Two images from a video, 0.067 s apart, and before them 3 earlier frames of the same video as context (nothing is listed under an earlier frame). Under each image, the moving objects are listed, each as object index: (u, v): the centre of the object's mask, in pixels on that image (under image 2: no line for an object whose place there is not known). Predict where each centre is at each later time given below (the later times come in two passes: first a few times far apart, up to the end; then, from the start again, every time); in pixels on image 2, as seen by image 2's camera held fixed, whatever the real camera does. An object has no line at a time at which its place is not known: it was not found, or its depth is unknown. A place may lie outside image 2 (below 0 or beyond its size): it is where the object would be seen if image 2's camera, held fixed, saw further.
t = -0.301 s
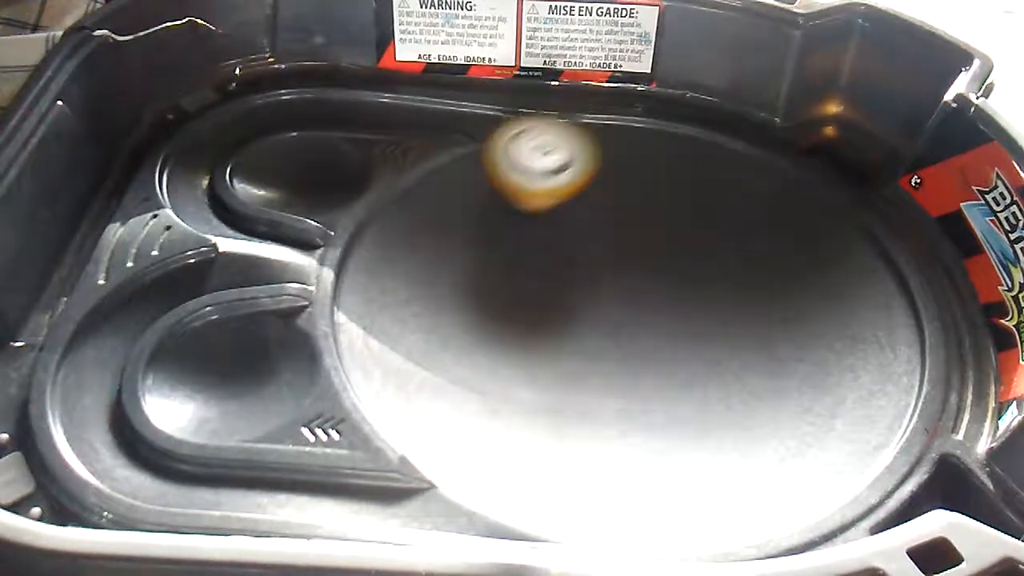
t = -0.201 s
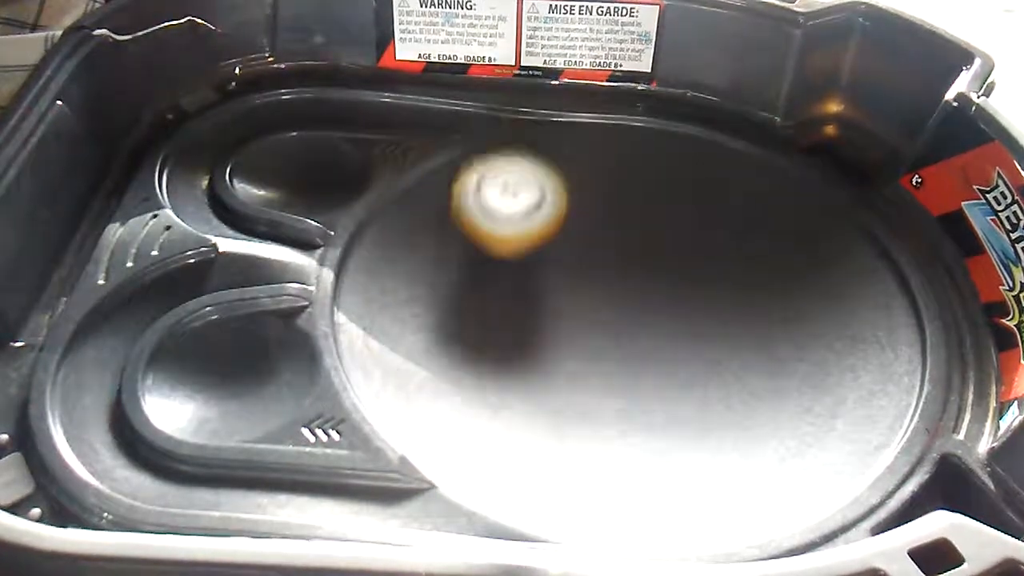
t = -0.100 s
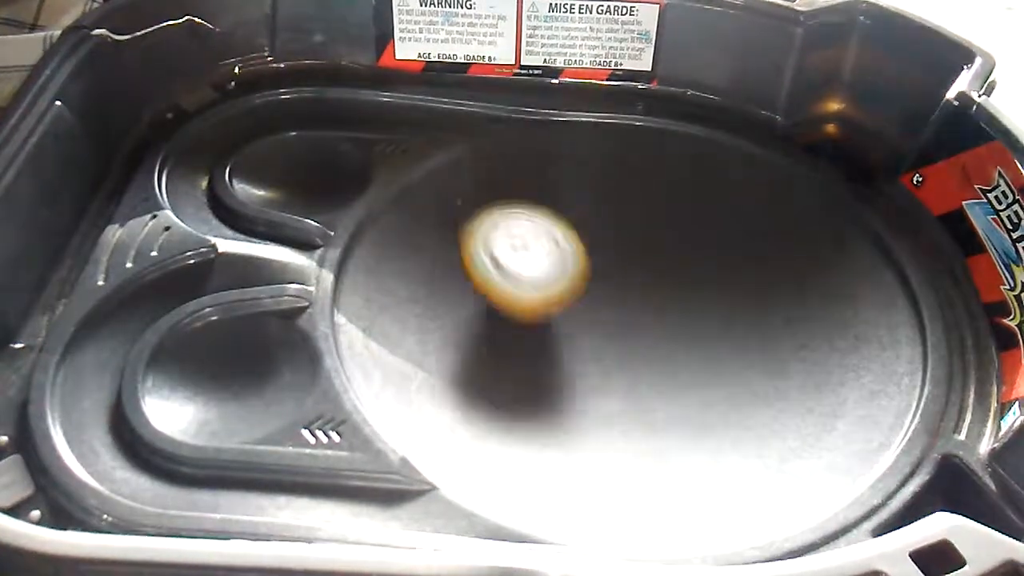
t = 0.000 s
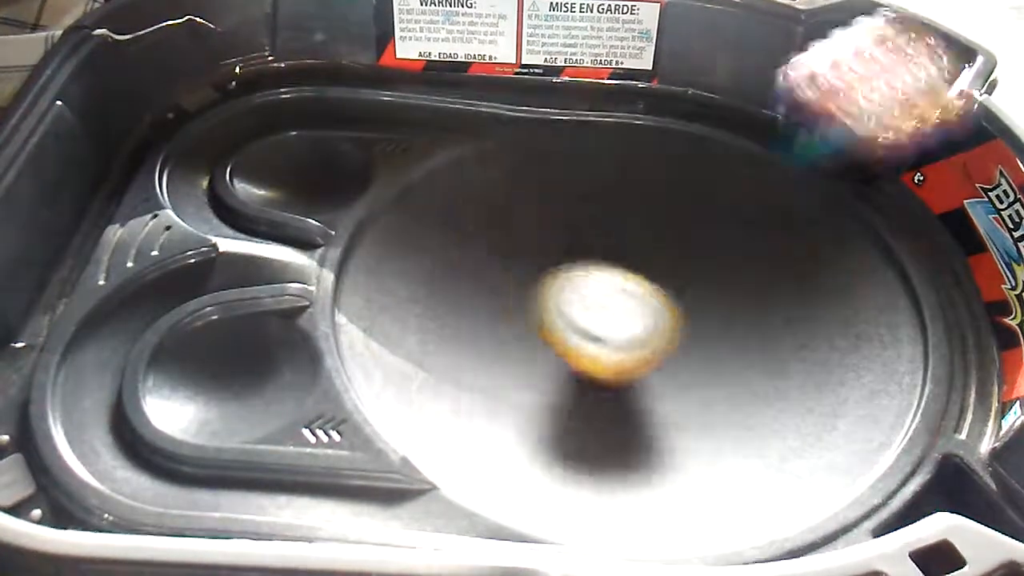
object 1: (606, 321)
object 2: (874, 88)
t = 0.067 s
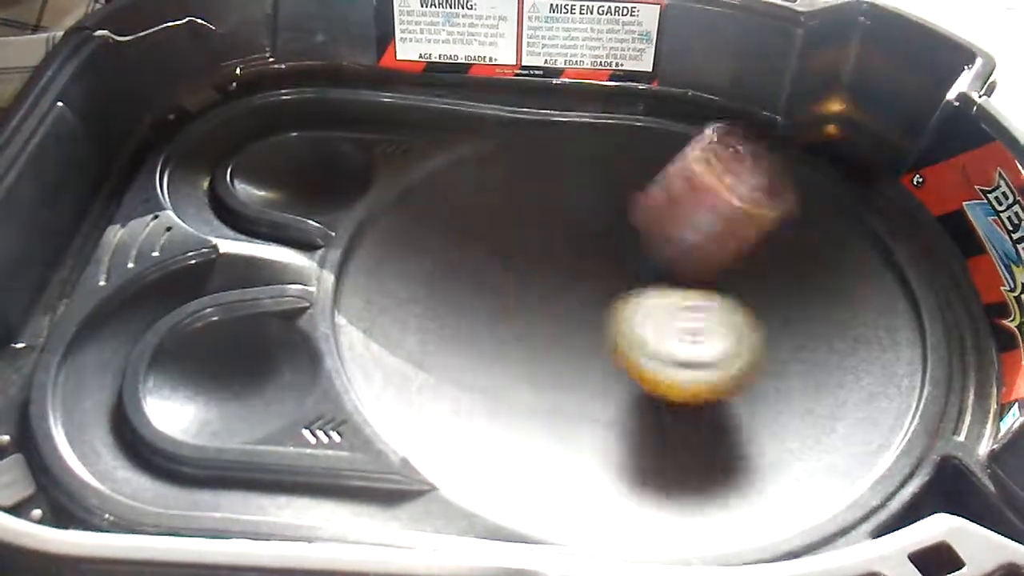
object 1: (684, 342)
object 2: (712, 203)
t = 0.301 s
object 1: (853, 253)
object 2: (457, 218)
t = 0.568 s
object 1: (660, 164)
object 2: (809, 388)
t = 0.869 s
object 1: (491, 344)
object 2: (705, 246)
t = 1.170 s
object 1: (821, 441)
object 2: (488, 90)
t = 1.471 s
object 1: (673, 214)
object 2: (322, 77)
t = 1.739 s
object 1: (407, 244)
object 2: (267, 83)
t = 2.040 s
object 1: (531, 413)
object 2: (313, 71)
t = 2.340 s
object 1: (689, 290)
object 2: (297, 79)
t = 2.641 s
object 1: (497, 210)
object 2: (311, 80)
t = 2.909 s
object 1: (494, 285)
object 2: (330, 81)
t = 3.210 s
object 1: (578, 277)
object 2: (337, 46)
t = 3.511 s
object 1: (567, 247)
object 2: (301, 63)
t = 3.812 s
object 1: (557, 281)
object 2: (213, 93)
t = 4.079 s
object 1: (594, 297)
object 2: (187, 176)
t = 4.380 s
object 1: (645, 308)
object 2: (522, 261)
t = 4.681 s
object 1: (662, 337)
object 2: (617, 227)
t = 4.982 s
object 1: (610, 343)
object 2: (532, 229)
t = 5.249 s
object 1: (571, 343)
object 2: (365, 229)
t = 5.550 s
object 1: (637, 365)
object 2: (528, 224)
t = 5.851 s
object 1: (627, 319)
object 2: (498, 146)
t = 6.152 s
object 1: (573, 311)
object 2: (494, 210)
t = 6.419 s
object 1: (660, 406)
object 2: (556, 142)
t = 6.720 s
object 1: (722, 358)
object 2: (599, 212)
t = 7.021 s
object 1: (694, 405)
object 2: (649, 124)
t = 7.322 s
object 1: (652, 383)
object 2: (534, 203)
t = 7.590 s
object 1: (633, 450)
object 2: (628, 287)
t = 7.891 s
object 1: (644, 447)
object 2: (714, 278)
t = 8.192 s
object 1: (571, 369)
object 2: (636, 276)
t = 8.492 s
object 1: (459, 286)
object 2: (624, 215)
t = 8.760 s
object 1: (427, 233)
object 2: (561, 269)
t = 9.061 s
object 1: (450, 202)
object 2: (614, 365)
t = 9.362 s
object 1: (534, 216)
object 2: (677, 328)
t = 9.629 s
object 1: (624, 217)
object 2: (633, 315)
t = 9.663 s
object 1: (635, 218)
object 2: (630, 318)
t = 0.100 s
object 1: (722, 342)
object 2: (640, 223)
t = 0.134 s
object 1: (760, 337)
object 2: (581, 215)
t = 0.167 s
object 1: (794, 327)
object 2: (528, 203)
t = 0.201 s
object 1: (822, 313)
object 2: (471, 193)
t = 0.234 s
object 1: (839, 294)
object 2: (426, 178)
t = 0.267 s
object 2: (427, 185)
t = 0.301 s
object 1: (853, 253)
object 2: (457, 218)
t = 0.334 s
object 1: (845, 231)
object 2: (495, 251)
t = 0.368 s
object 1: (832, 213)
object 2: (535, 279)
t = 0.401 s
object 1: (812, 198)
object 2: (577, 303)
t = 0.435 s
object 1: (788, 184)
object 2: (622, 326)
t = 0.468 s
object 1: (760, 173)
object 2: (669, 347)
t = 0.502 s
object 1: (729, 165)
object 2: (716, 364)
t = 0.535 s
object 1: (695, 162)
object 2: (764, 378)
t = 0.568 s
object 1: (660, 164)
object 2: (809, 388)
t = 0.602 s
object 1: (623, 168)
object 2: (841, 390)
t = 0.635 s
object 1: (587, 177)
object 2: (844, 378)
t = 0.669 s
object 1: (556, 191)
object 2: (835, 365)
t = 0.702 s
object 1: (529, 210)
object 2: (822, 349)
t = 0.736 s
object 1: (507, 233)
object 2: (805, 331)
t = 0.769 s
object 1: (492, 258)
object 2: (782, 308)
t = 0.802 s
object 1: (484, 285)
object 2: (761, 287)
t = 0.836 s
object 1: (482, 314)
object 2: (734, 267)
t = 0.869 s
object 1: (491, 344)
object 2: (705, 246)
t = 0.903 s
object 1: (507, 375)
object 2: (677, 224)
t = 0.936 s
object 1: (532, 403)
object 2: (649, 200)
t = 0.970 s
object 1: (566, 428)
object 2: (622, 185)
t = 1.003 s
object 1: (607, 448)
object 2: (597, 167)
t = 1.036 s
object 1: (648, 462)
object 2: (571, 147)
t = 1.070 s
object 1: (708, 475)
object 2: (546, 131)
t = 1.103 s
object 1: (749, 471)
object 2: (525, 116)
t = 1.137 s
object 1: (787, 461)
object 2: (504, 100)
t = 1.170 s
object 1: (821, 441)
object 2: (488, 90)
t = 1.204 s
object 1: (843, 414)
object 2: (466, 86)
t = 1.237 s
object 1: (851, 383)
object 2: (447, 94)
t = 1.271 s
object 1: (842, 352)
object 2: (428, 90)
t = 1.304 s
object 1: (826, 324)
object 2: (412, 86)
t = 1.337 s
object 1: (804, 295)
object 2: (395, 81)
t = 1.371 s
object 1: (776, 269)
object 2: (377, 80)
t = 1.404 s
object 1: (746, 248)
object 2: (359, 78)
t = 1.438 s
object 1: (710, 229)
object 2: (341, 77)
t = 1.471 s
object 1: (673, 214)
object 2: (322, 77)
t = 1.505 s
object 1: (634, 202)
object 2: (301, 79)
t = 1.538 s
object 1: (595, 195)
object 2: (283, 80)
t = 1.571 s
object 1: (555, 192)
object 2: (268, 80)
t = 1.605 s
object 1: (517, 193)
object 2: (259, 81)
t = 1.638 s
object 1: (482, 200)
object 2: (256, 84)
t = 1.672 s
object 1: (451, 210)
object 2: (257, 85)
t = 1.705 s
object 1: (426, 225)
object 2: (260, 85)
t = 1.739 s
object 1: (407, 244)
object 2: (267, 83)
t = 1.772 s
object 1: (397, 266)
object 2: (275, 82)
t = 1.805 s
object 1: (394, 288)
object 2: (287, 81)
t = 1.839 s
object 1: (399, 311)
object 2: (296, 79)
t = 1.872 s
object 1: (408, 333)
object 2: (304, 75)
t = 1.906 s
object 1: (426, 355)
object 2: (309, 74)
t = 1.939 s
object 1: (446, 374)
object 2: (311, 72)
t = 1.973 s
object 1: (469, 390)
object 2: (313, 71)
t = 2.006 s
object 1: (498, 403)
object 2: (313, 70)
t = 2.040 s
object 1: (531, 413)
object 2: (313, 71)
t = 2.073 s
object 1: (563, 418)
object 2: (311, 73)
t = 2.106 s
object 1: (599, 418)
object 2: (307, 78)
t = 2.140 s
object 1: (630, 409)
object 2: (303, 79)
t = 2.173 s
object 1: (657, 395)
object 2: (301, 78)
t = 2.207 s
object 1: (679, 377)
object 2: (299, 80)
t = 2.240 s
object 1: (692, 357)
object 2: (298, 76)
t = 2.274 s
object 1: (698, 334)
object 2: (298, 76)
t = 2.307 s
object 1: (696, 311)
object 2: (297, 80)
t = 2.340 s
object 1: (689, 290)
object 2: (297, 79)
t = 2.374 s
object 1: (676, 270)
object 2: (298, 80)
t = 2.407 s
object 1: (658, 251)
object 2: (298, 79)
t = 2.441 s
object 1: (636, 234)
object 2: (299, 80)
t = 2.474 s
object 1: (611, 221)
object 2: (300, 78)
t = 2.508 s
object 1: (586, 210)
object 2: (302, 80)
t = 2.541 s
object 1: (562, 203)
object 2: (303, 80)
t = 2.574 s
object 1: (538, 201)
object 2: (304, 80)
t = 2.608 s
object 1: (516, 203)
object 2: (308, 81)
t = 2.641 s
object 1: (497, 210)
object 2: (311, 80)
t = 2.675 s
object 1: (482, 220)
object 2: (314, 82)
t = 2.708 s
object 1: (473, 231)
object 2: (318, 81)
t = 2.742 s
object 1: (469, 243)
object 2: (320, 81)
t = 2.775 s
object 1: (468, 253)
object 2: (322, 82)
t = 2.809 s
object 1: (471, 264)
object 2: (325, 81)
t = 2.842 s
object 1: (477, 272)
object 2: (326, 80)
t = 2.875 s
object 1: (486, 280)
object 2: (328, 81)
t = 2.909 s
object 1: (494, 285)
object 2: (330, 81)
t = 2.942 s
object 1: (504, 288)
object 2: (332, 81)
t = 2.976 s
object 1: (514, 290)
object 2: (335, 75)
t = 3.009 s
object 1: (525, 291)
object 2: (336, 76)
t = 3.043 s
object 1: (535, 291)
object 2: (334, 82)
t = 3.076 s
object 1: (544, 289)
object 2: (337, 73)
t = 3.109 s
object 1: (554, 288)
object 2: (339, 69)
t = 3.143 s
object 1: (564, 286)
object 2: (337, 75)
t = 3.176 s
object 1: (572, 281)
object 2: (336, 74)
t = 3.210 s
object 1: (578, 277)
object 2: (337, 46)
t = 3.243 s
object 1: (582, 273)
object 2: (337, 40)
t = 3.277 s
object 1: (585, 268)
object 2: (338, 44)
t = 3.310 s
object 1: (587, 265)
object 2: (335, 73)
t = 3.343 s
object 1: (588, 261)
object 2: (329, 77)
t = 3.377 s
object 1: (586, 258)
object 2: (323, 64)
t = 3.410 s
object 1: (582, 254)
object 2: (320, 68)
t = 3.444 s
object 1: (578, 249)
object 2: (308, 73)
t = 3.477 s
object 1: (573, 247)
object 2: (305, 65)
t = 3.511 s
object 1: (567, 247)
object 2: (301, 63)
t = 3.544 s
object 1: (561, 248)
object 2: (291, 69)
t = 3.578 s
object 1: (555, 250)
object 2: (277, 75)
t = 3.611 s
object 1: (551, 253)
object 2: (272, 73)
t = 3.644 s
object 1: (548, 256)
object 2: (263, 74)
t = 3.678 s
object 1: (548, 261)
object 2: (256, 79)
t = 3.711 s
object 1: (547, 266)
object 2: (243, 77)
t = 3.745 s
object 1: (549, 270)
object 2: (232, 78)
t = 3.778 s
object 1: (552, 275)
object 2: (222, 86)
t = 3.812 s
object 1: (557, 281)
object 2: (213, 93)
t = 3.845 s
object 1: (560, 286)
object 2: (198, 98)
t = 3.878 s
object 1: (564, 289)
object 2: (186, 105)
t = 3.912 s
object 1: (568, 292)
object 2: (180, 117)
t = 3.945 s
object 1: (572, 295)
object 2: (175, 128)
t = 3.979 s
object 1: (574, 296)
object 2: (168, 137)
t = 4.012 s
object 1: (577, 296)
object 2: (168, 151)
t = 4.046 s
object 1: (585, 296)
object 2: (176, 166)
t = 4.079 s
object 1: (594, 297)
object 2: (187, 176)
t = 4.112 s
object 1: (601, 297)
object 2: (222, 185)
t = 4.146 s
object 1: (609, 296)
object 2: (254, 190)
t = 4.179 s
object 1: (616, 297)
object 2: (287, 197)
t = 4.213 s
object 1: (620, 298)
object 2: (322, 205)
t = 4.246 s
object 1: (625, 298)
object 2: (356, 218)
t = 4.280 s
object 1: (627, 300)
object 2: (401, 240)
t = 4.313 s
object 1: (626, 300)
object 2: (450, 258)
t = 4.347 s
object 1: (627, 300)
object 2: (492, 272)
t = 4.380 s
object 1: (645, 308)
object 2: (522, 261)
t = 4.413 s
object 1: (663, 319)
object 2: (539, 240)
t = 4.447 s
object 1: (674, 328)
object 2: (553, 241)
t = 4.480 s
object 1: (679, 333)
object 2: (569, 256)
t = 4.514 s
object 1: (682, 334)
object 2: (584, 244)
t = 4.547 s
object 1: (681, 333)
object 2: (594, 245)
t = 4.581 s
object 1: (677, 334)
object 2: (603, 245)
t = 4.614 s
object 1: (672, 336)
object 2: (610, 238)
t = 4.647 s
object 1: (668, 337)
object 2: (615, 228)
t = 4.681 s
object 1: (662, 337)
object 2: (617, 227)
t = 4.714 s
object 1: (655, 337)
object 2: (615, 223)
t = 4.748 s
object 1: (650, 337)
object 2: (613, 222)
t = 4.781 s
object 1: (644, 338)
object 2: (607, 217)
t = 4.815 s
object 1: (637, 338)
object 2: (600, 217)
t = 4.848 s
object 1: (631, 339)
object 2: (589, 219)
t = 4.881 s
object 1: (626, 341)
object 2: (577, 222)
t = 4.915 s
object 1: (620, 343)
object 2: (563, 224)
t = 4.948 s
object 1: (616, 344)
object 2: (549, 226)
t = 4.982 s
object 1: (610, 343)
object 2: (532, 229)
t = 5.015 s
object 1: (604, 343)
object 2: (515, 235)
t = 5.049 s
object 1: (599, 343)
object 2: (498, 239)
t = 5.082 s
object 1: (593, 344)
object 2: (479, 240)
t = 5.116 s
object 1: (587, 344)
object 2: (458, 240)
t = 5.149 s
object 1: (583, 344)
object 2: (436, 239)
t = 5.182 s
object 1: (578, 344)
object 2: (413, 235)
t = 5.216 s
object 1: (574, 343)
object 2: (387, 231)
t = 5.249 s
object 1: (571, 343)
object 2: (365, 229)
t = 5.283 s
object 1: (568, 343)
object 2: (388, 238)
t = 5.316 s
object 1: (564, 343)
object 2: (430, 262)
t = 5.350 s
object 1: (570, 350)
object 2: (462, 269)
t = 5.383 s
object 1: (584, 361)
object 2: (476, 263)
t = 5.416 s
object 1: (597, 370)
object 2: (488, 256)
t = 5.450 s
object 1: (609, 373)
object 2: (502, 248)
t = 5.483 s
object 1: (619, 373)
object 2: (511, 241)
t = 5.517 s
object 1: (628, 370)
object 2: (520, 233)
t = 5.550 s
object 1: (637, 365)
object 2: (528, 224)
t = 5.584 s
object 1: (642, 359)
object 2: (532, 216)
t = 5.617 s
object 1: (646, 354)
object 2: (536, 208)
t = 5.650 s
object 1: (647, 348)
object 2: (537, 199)
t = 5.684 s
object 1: (647, 342)
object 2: (535, 192)
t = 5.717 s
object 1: (645, 337)
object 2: (531, 184)
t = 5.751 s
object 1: (643, 331)
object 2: (524, 174)
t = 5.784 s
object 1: (638, 326)
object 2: (518, 166)
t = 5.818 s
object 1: (633, 322)
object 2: (509, 156)
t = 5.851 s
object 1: (627, 319)
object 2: (498, 146)
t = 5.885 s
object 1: (620, 316)
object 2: (490, 140)
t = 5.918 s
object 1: (613, 313)
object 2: (481, 136)
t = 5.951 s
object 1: (606, 312)
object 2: (473, 135)
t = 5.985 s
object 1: (599, 310)
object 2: (466, 138)
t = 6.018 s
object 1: (592, 309)
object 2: (463, 146)
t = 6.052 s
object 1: (586, 309)
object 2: (462, 157)
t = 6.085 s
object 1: (581, 310)
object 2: (469, 175)
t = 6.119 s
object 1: (576, 310)
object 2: (478, 193)
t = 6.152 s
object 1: (573, 311)
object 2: (494, 210)
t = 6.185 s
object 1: (575, 324)
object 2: (512, 218)
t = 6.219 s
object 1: (583, 351)
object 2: (525, 204)
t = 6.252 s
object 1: (593, 372)
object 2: (534, 192)
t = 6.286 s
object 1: (604, 386)
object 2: (542, 177)
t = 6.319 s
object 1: (617, 394)
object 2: (548, 167)
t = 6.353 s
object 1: (630, 399)
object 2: (554, 155)
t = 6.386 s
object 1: (645, 404)
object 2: (555, 147)
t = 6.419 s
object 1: (660, 406)
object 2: (556, 142)
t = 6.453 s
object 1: (674, 407)
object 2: (556, 140)
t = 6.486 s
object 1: (687, 406)
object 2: (557, 140)
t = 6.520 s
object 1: (698, 403)
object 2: (557, 141)
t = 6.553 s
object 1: (708, 398)
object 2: (560, 146)
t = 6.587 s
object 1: (716, 392)
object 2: (561, 156)
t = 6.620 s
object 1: (721, 384)
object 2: (566, 168)
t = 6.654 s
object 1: (724, 376)
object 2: (574, 183)
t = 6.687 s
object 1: (724, 367)
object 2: (585, 198)
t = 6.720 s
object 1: (722, 358)
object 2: (599, 212)
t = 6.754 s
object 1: (718, 348)
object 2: (616, 225)
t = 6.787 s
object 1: (711, 339)
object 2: (637, 238)
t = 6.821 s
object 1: (708, 349)
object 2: (657, 234)
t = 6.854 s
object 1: (708, 372)
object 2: (668, 211)
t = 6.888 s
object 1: (705, 388)
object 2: (674, 185)
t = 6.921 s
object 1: (701, 398)
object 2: (673, 167)
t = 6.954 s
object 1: (698, 403)
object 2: (671, 151)
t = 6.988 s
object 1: (696, 405)
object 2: (663, 137)
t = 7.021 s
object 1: (694, 405)
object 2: (649, 124)
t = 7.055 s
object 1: (692, 405)
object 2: (634, 115)
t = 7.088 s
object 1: (690, 403)
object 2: (617, 110)
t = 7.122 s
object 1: (687, 402)
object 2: (597, 109)
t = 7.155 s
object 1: (683, 400)
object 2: (576, 112)
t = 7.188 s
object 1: (679, 397)
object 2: (559, 121)
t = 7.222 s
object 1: (674, 395)
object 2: (547, 134)
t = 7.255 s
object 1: (668, 391)
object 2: (538, 157)
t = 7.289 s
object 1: (661, 387)
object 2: (533, 179)
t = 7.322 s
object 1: (652, 383)
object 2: (534, 203)
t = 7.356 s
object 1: (643, 378)
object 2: (538, 227)
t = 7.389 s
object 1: (633, 373)
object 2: (548, 254)
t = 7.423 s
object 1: (623, 379)
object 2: (562, 275)
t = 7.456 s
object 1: (623, 403)
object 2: (572, 275)
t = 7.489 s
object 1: (625, 424)
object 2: (584, 275)
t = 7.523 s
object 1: (626, 435)
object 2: (600, 279)
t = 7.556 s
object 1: (629, 444)
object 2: (614, 283)
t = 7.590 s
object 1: (633, 450)
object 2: (628, 287)
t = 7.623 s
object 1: (636, 455)
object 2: (643, 289)
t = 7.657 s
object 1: (639, 460)
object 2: (659, 292)
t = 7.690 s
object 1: (642, 462)
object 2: (673, 293)
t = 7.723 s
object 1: (644, 463)
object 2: (686, 294)
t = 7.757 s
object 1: (645, 463)
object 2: (697, 292)
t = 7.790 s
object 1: (647, 460)
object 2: (705, 289)
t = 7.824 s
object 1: (647, 457)
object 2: (712, 285)
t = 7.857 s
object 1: (646, 453)
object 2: (715, 282)
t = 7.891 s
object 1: (644, 447)
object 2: (714, 278)
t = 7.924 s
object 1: (641, 440)
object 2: (711, 275)
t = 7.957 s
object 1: (636, 433)
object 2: (705, 272)
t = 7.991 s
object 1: (632, 425)
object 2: (696, 270)
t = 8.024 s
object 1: (625, 416)
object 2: (685, 269)
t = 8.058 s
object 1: (618, 406)
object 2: (675, 269)
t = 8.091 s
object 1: (610, 396)
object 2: (661, 270)
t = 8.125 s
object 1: (602, 386)
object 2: (647, 273)
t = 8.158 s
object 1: (592, 376)
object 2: (636, 278)
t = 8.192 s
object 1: (571, 369)
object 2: (636, 276)
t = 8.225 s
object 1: (551, 362)
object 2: (639, 271)
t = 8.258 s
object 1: (535, 351)
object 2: (646, 261)
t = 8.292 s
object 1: (523, 341)
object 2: (647, 252)
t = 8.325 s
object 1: (510, 331)
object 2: (646, 245)
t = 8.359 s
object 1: (498, 321)
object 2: (648, 235)
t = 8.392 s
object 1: (487, 312)
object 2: (644, 228)
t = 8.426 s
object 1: (476, 302)
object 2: (640, 222)
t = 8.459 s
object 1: (467, 294)
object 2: (633, 218)
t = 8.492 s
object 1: (459, 286)
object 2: (624, 215)
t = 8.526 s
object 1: (451, 278)
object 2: (612, 215)
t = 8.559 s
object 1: (446, 271)
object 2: (602, 218)
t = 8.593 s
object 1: (440, 264)
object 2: (594, 222)
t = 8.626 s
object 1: (437, 257)
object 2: (583, 227)
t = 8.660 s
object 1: (433, 251)
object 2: (575, 237)
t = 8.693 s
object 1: (430, 245)
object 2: (569, 245)
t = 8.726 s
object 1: (428, 239)
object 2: (564, 255)
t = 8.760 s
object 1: (427, 233)
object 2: (561, 269)
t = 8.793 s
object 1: (426, 227)
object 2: (561, 277)
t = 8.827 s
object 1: (426, 223)
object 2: (560, 291)
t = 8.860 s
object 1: (427, 218)
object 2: (563, 304)
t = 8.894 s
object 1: (429, 214)
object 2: (565, 314)
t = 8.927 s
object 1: (432, 210)
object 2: (573, 329)
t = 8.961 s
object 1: (435, 207)
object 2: (579, 339)
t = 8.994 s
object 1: (439, 205)
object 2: (590, 349)
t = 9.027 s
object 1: (444, 203)
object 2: (602, 359)
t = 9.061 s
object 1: (450, 202)
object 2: (614, 365)
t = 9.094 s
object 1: (457, 202)
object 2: (625, 369)
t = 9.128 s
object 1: (464, 202)
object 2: (637, 372)
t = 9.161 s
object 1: (471, 202)
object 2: (648, 373)
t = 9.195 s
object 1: (480, 204)
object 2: (660, 371)
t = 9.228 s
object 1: (490, 206)
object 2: (670, 366)
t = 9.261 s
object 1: (500, 208)
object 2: (677, 359)
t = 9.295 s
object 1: (512, 210)
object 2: (679, 350)
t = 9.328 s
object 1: (523, 213)
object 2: (679, 339)
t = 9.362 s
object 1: (534, 216)
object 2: (677, 328)
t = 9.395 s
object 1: (547, 219)
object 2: (670, 317)
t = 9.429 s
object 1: (559, 222)
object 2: (662, 308)
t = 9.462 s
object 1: (572, 223)
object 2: (651, 300)
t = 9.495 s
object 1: (581, 218)
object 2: (650, 301)
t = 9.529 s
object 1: (590, 215)
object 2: (647, 306)
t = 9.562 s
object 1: (602, 215)
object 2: (643, 310)
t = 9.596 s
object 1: (613, 215)
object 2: (641, 312)
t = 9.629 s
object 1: (624, 217)
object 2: (633, 315)
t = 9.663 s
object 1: (635, 218)
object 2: (630, 318)
